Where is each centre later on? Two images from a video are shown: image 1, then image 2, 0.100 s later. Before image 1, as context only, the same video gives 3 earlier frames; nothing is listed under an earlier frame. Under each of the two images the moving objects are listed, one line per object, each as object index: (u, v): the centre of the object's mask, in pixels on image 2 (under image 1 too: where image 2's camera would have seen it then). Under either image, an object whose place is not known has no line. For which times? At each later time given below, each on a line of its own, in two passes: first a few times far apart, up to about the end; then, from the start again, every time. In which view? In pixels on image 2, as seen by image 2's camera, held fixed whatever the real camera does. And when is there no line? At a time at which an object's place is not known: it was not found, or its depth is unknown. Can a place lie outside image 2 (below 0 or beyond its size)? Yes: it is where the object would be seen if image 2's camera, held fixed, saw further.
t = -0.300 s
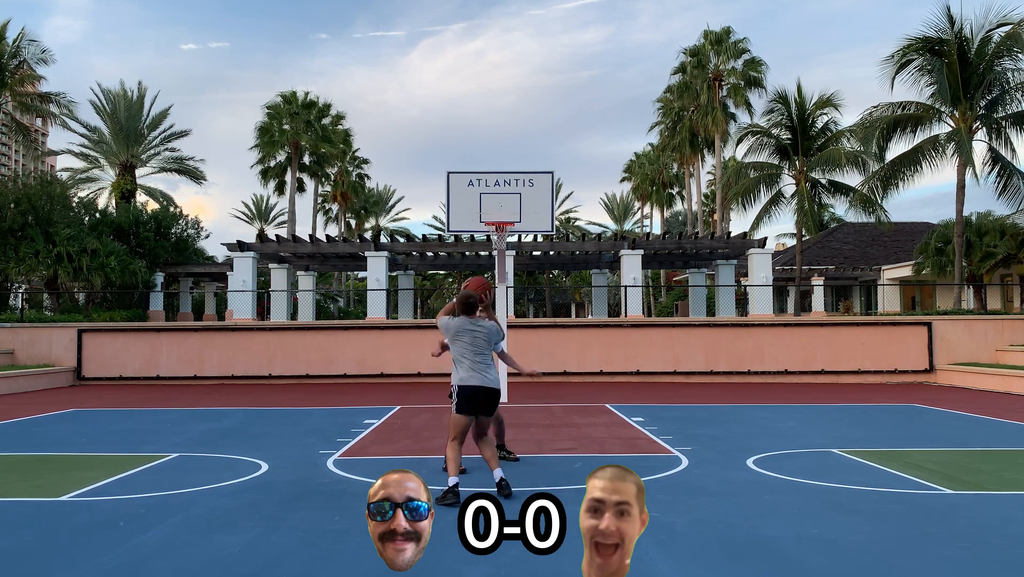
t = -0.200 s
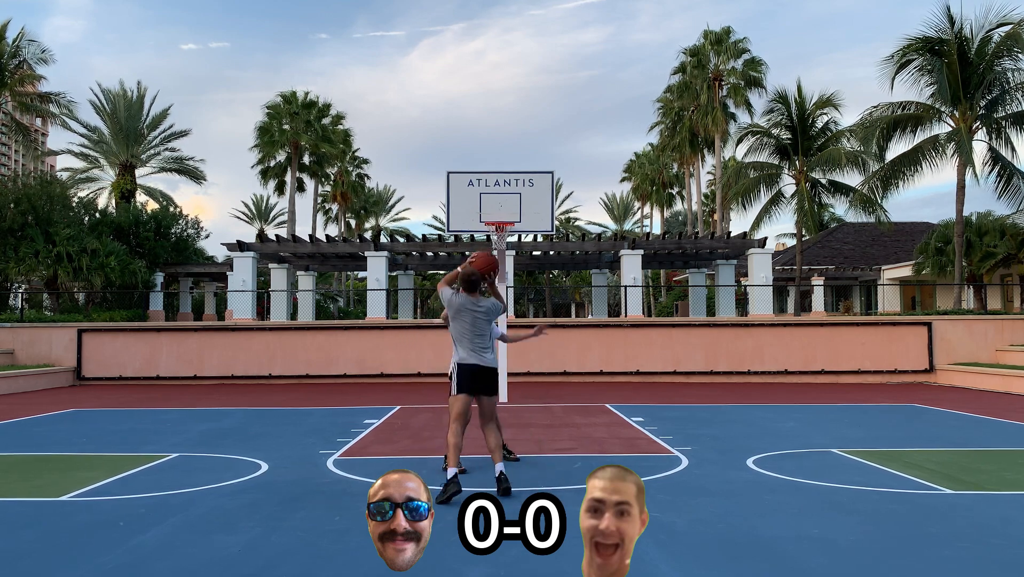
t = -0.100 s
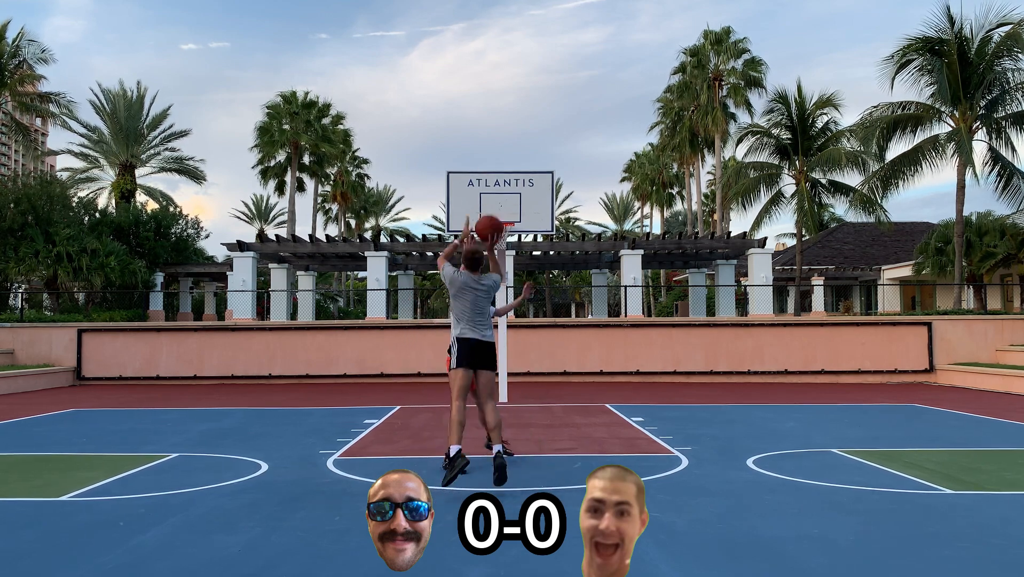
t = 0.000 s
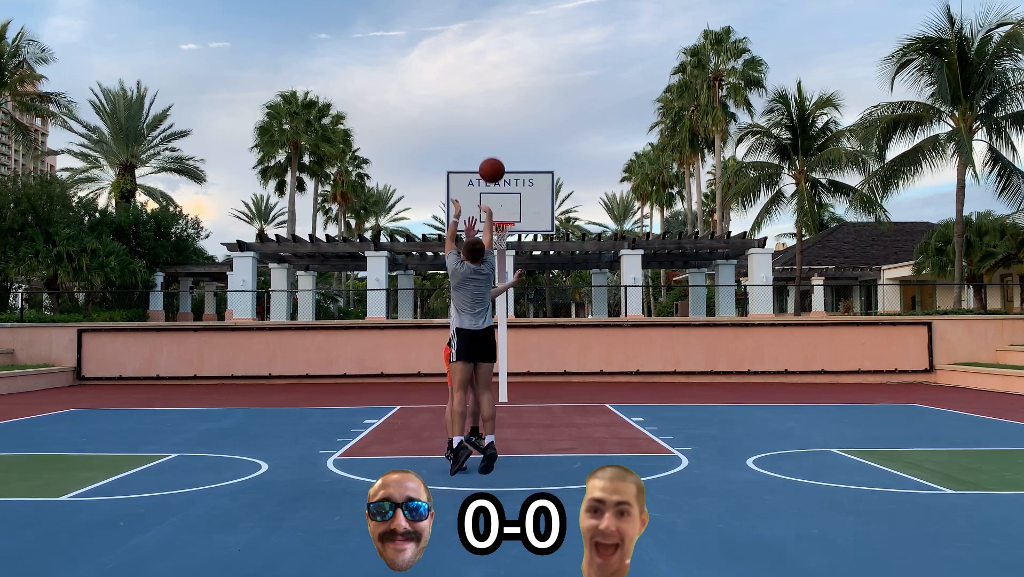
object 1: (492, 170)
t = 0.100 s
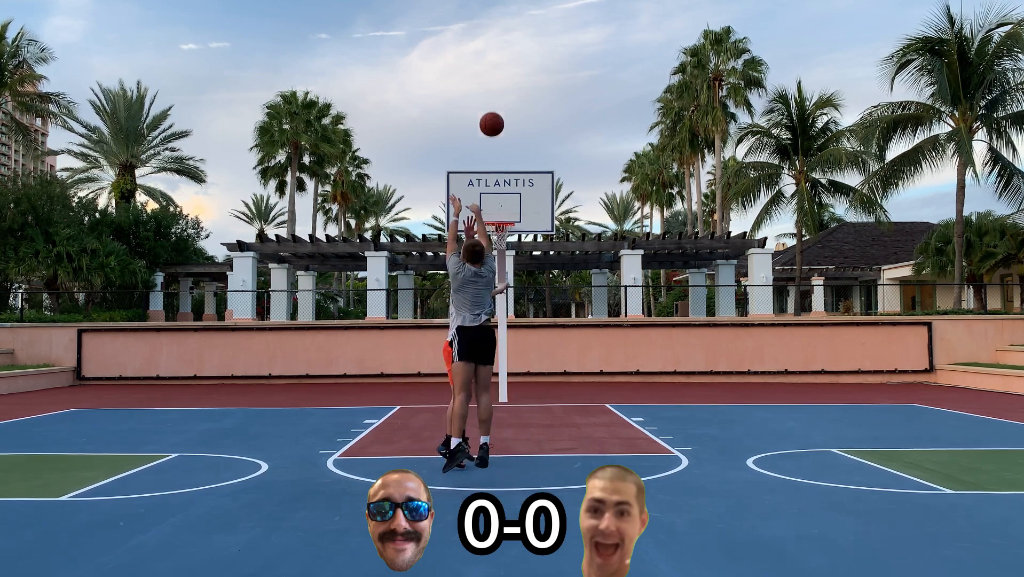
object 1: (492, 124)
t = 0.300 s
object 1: (492, 75)
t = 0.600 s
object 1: (494, 75)
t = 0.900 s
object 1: (495, 134)
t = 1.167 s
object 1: (497, 217)
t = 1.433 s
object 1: (499, 208)
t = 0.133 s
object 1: (492, 112)
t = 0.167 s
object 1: (492, 102)
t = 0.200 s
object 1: (492, 93)
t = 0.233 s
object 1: (492, 86)
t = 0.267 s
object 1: (492, 80)
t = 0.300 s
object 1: (492, 75)
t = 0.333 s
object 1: (492, 71)
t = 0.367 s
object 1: (492, 68)
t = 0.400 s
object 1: (492, 66)
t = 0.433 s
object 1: (493, 65)
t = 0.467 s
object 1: (493, 66)
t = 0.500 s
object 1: (493, 67)
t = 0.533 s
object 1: (493, 69)
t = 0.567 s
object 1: (493, 71)
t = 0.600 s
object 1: (494, 75)
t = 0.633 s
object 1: (494, 79)
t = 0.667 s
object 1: (494, 83)
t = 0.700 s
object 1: (494, 89)
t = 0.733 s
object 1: (495, 95)
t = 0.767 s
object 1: (495, 102)
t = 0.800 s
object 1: (495, 109)
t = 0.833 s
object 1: (495, 117)
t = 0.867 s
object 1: (495, 125)
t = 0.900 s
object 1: (495, 134)
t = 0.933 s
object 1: (496, 143)
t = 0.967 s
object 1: (496, 153)
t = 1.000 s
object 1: (496, 163)
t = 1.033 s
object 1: (496, 174)
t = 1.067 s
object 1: (496, 185)
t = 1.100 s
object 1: (497, 196)
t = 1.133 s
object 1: (497, 208)
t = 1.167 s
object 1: (497, 217)
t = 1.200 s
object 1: (498, 217)
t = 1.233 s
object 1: (499, 217)
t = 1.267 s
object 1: (500, 218)
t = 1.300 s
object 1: (501, 215)
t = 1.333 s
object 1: (500, 213)
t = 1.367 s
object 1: (500, 211)
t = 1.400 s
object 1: (499, 209)
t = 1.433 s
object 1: (499, 208)
